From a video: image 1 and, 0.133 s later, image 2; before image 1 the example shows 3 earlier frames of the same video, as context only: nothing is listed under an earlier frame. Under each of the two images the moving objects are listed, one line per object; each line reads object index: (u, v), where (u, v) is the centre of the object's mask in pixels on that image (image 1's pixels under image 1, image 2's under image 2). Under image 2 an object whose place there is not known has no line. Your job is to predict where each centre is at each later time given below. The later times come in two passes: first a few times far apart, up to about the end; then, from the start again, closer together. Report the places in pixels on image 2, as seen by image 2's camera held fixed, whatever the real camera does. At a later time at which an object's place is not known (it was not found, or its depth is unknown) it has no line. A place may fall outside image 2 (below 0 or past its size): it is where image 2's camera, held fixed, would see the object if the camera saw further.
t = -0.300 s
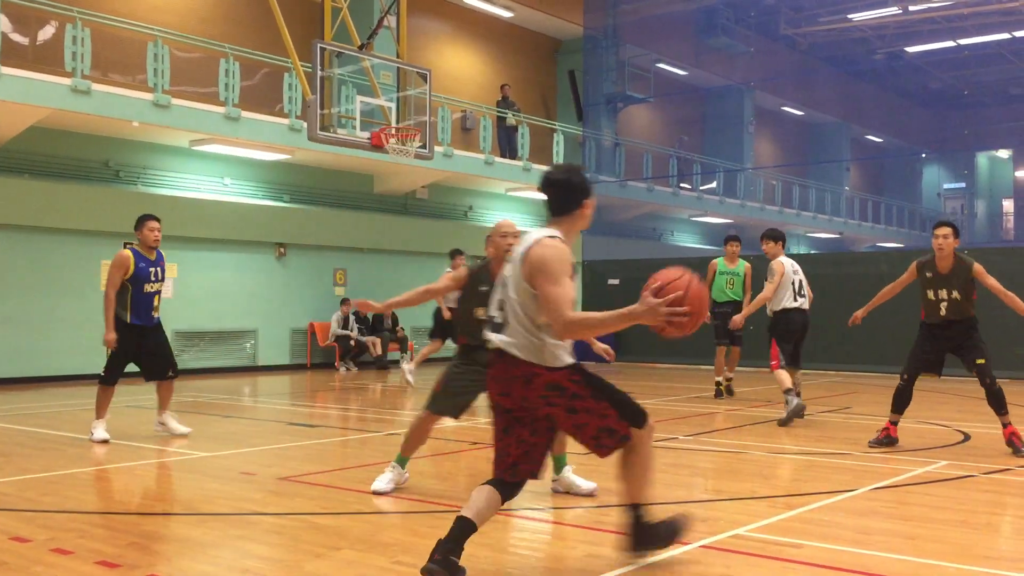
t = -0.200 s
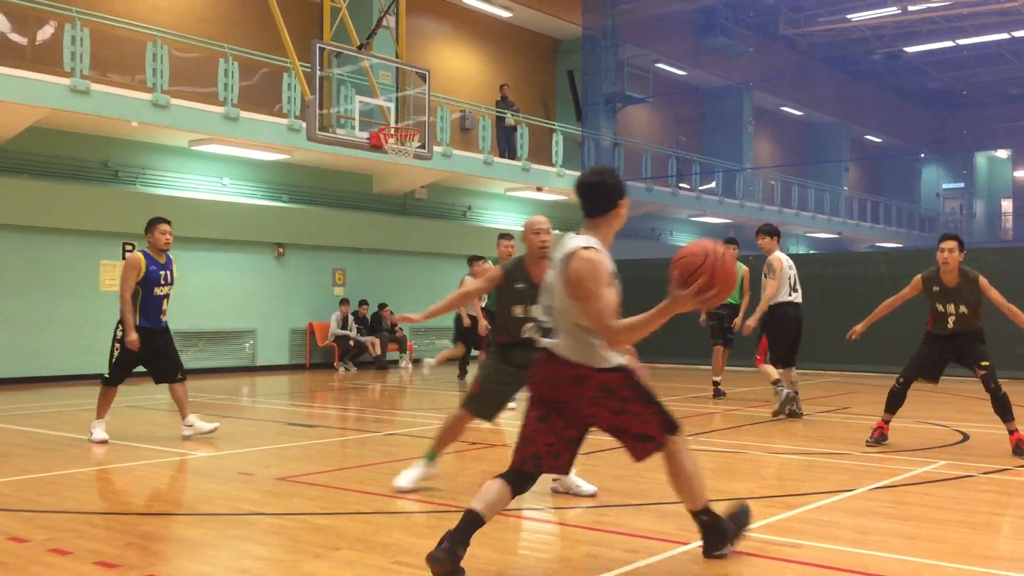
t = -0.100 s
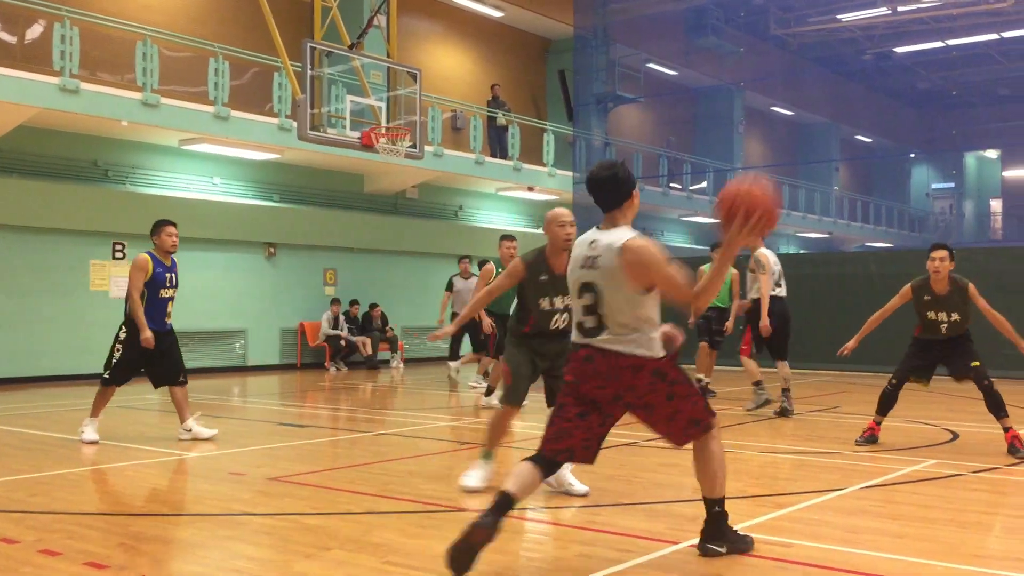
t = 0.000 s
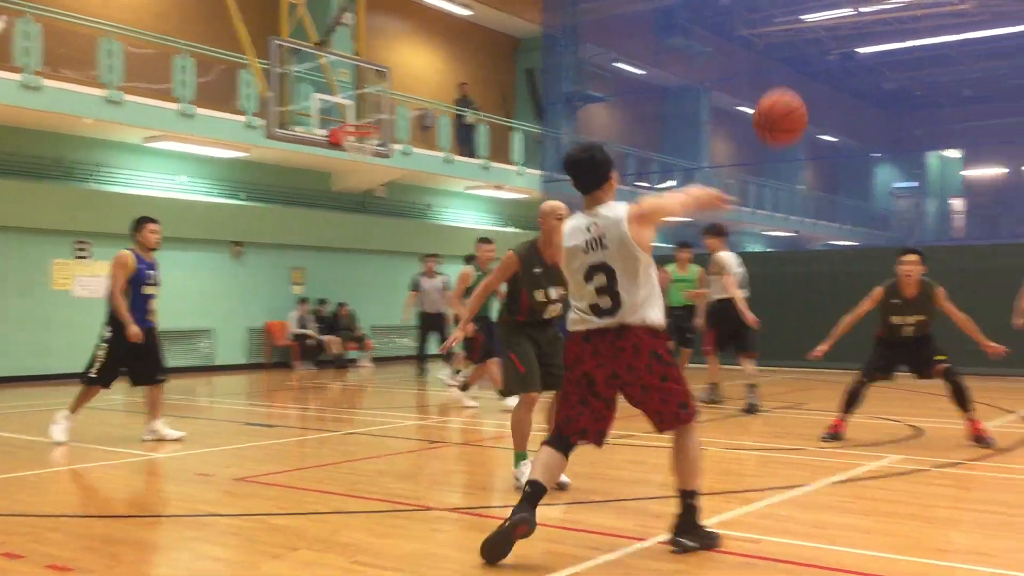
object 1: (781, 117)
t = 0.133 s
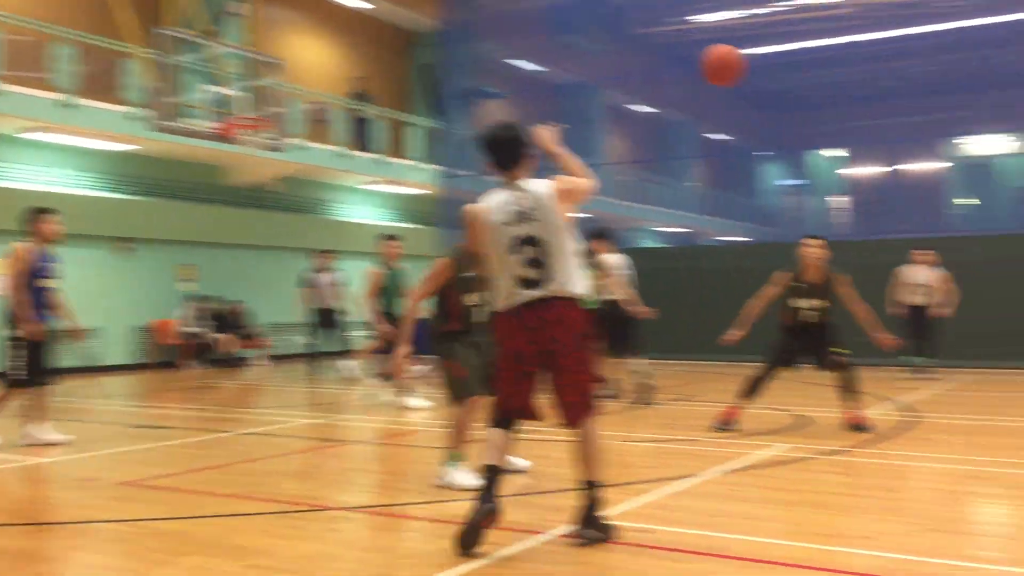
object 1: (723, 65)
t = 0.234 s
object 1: (747, 53)
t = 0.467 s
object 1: (784, 72)
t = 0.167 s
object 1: (731, 60)
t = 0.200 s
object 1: (739, 56)
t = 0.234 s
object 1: (747, 53)
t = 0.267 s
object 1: (755, 53)
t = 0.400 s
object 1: (774, 63)
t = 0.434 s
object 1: (779, 67)
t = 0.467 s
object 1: (784, 72)
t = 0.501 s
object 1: (788, 78)
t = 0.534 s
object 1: (793, 84)
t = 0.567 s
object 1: (797, 90)
